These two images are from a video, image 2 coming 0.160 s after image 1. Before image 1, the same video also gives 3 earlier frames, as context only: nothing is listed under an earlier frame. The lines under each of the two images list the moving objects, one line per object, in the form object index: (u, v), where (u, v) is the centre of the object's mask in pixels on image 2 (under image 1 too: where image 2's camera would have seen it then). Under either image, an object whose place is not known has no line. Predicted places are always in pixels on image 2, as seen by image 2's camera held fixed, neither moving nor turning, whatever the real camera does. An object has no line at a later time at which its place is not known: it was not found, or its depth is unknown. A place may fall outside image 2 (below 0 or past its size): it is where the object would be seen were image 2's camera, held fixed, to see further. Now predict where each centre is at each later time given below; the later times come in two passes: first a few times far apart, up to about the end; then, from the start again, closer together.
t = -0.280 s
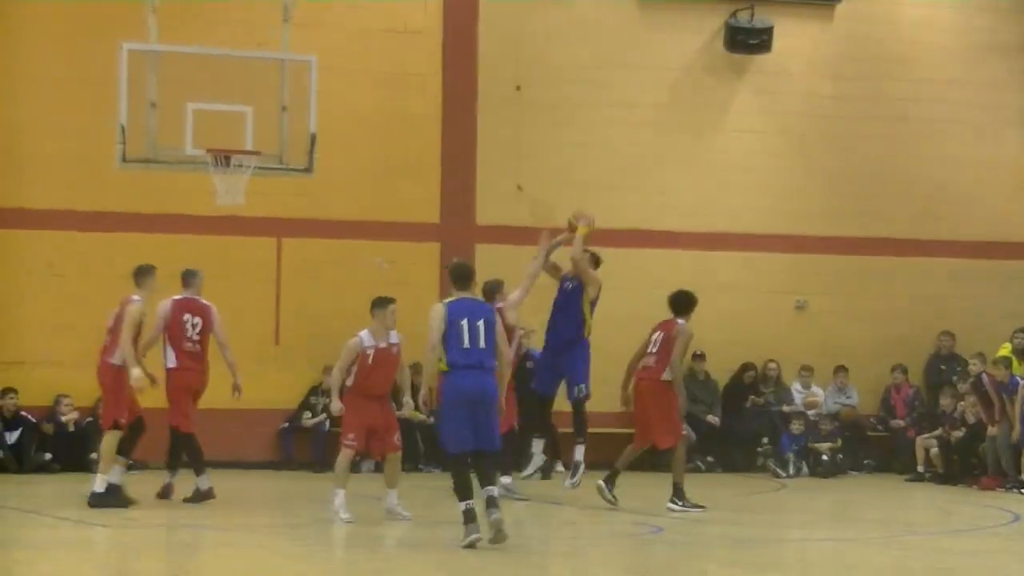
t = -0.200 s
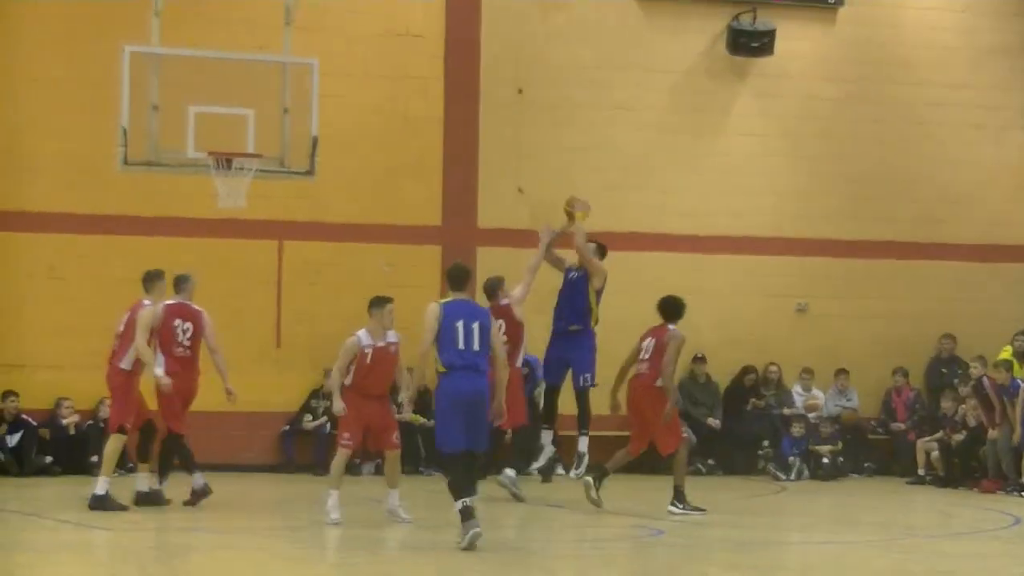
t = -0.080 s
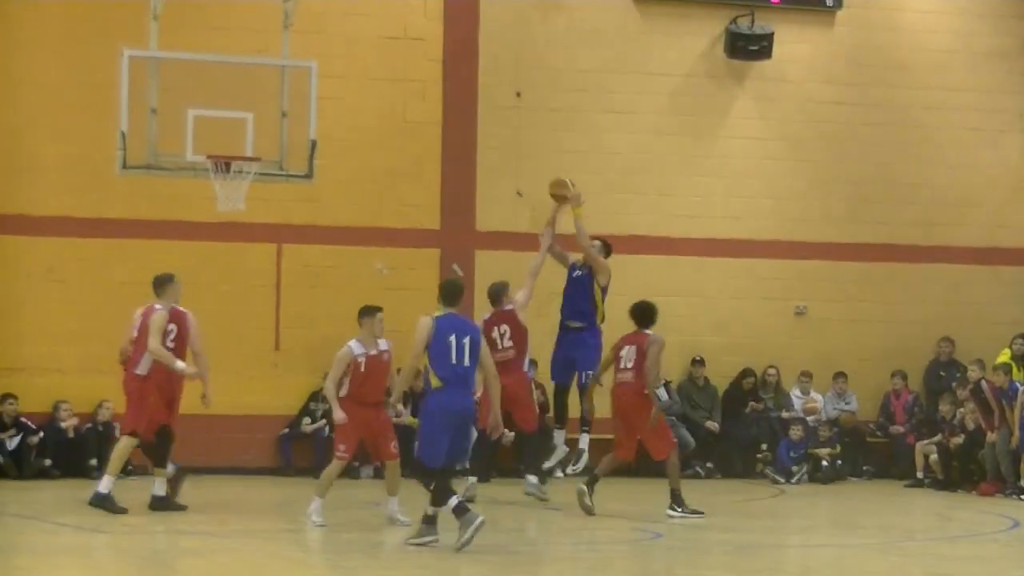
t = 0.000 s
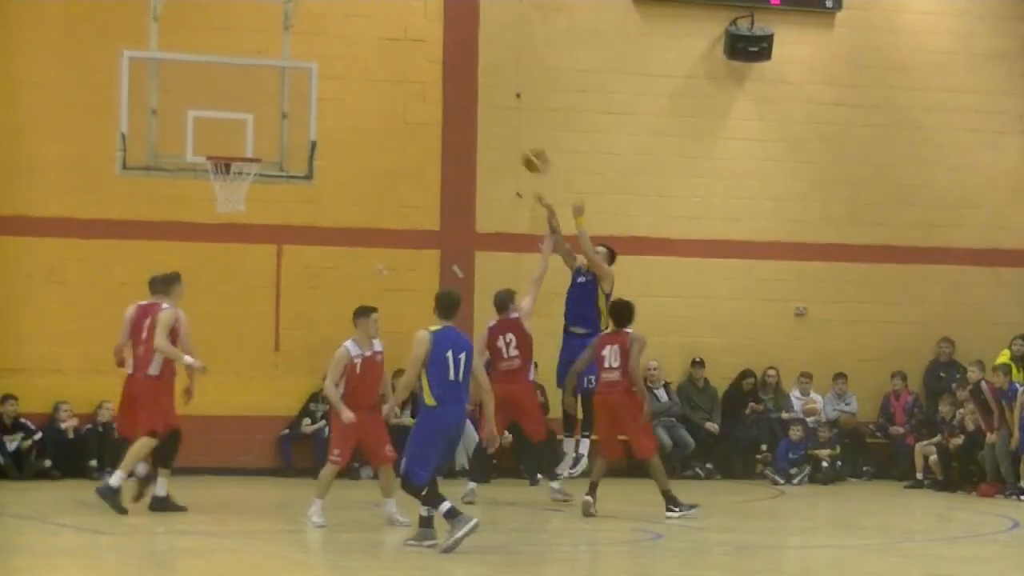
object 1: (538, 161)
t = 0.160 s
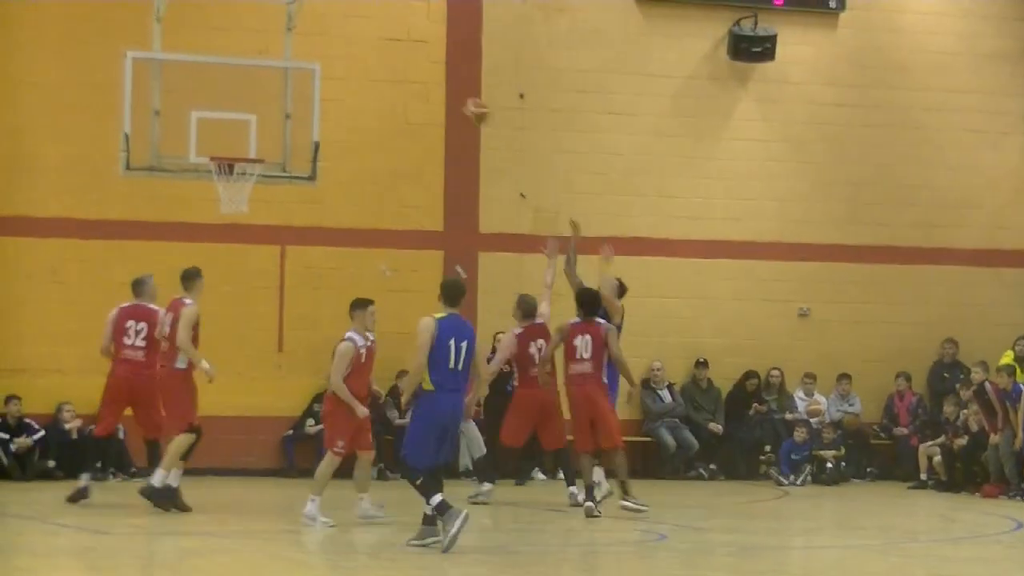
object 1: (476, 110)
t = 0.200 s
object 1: (459, 100)
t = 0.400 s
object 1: (377, 89)
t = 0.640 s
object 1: (277, 127)
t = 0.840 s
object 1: (210, 181)
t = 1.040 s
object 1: (208, 206)
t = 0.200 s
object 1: (459, 100)
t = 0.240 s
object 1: (441, 97)
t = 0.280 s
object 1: (426, 93)
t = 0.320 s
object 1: (410, 90)
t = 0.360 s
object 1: (393, 88)
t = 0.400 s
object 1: (377, 89)
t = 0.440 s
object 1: (361, 91)
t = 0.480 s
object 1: (343, 95)
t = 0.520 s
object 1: (328, 100)
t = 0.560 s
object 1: (310, 107)
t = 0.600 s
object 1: (293, 117)
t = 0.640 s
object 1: (277, 127)
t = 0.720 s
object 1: (244, 151)
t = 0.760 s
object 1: (226, 171)
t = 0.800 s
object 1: (213, 179)
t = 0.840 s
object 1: (210, 181)
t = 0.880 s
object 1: (210, 187)
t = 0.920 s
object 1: (210, 185)
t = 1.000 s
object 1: (211, 199)
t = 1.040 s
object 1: (208, 206)
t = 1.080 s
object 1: (207, 214)
